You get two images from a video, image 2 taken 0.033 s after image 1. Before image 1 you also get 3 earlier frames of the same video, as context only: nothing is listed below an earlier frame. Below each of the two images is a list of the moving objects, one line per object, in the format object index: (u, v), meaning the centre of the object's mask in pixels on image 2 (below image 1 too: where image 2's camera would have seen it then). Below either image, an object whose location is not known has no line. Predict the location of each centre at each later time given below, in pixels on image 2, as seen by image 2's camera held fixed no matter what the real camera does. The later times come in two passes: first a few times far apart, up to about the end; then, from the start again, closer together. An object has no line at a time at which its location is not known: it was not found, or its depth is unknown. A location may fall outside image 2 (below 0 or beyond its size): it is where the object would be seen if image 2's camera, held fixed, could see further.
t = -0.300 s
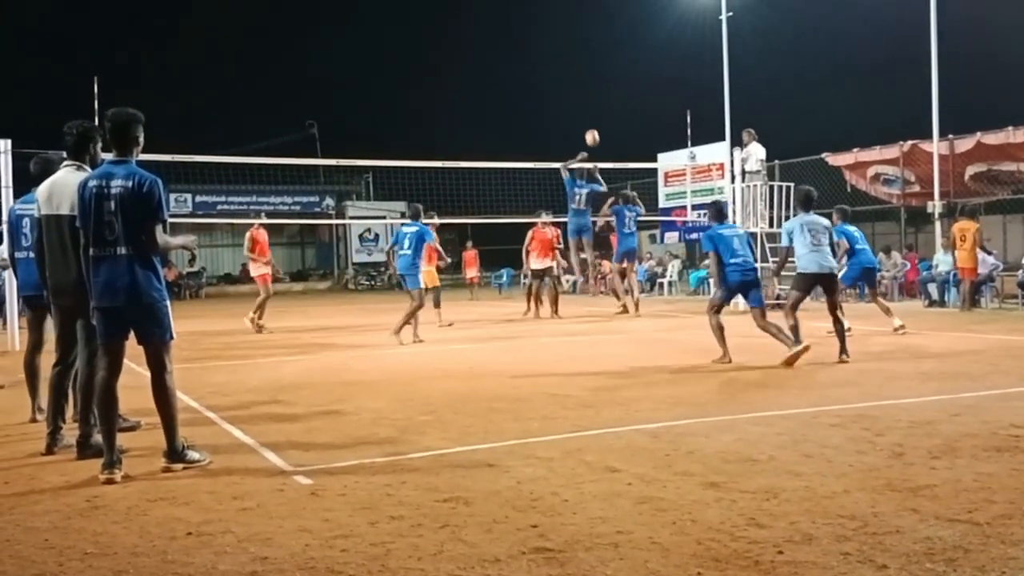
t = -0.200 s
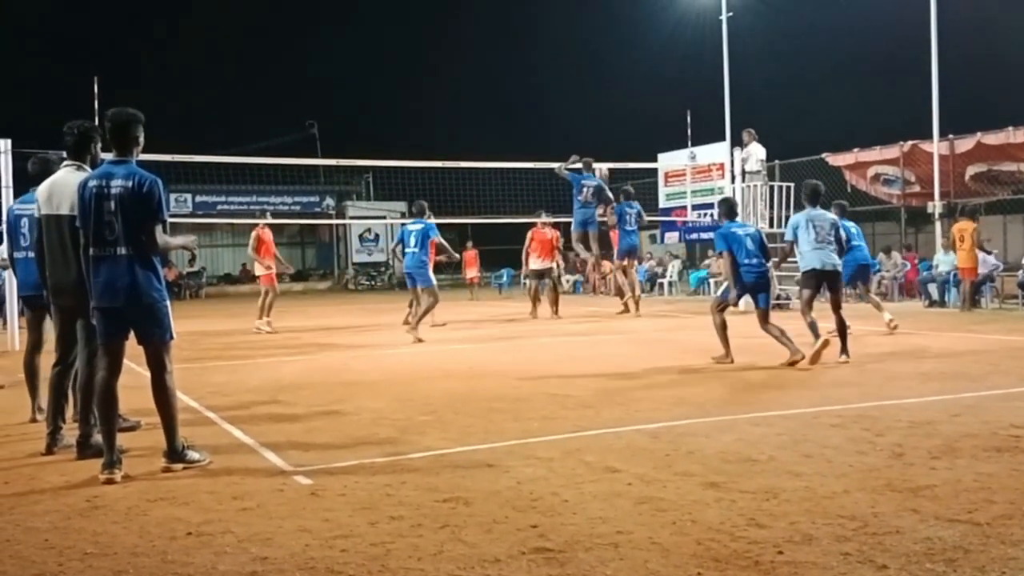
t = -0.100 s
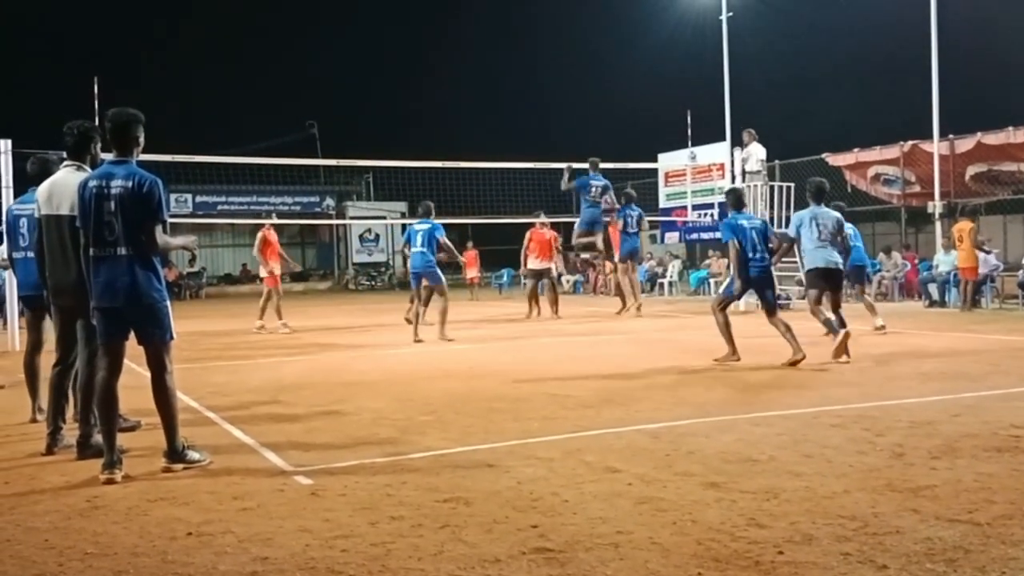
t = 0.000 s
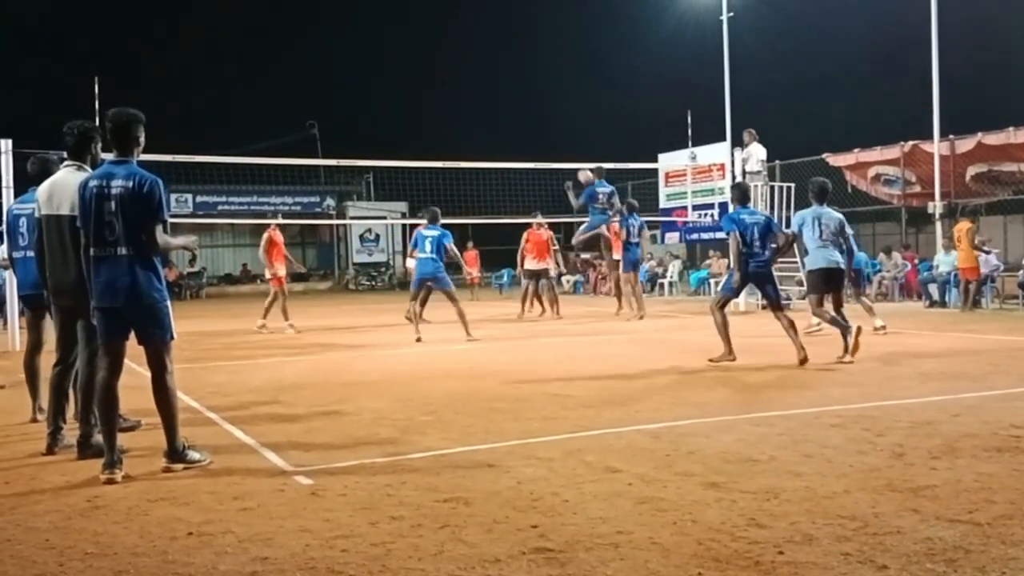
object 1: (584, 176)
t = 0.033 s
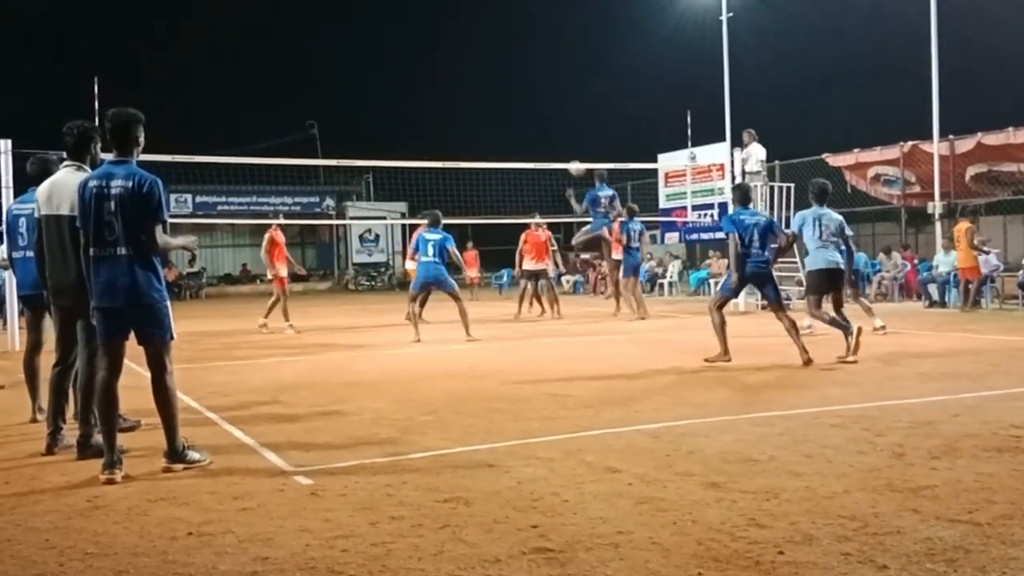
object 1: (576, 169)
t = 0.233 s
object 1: (521, 132)
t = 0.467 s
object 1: (453, 121)
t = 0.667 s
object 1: (392, 142)
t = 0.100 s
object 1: (558, 153)
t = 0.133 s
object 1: (549, 147)
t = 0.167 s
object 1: (540, 141)
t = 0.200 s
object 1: (530, 136)
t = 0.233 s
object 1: (521, 132)
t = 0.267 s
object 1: (512, 129)
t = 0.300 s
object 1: (502, 125)
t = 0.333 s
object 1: (493, 123)
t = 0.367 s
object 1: (483, 122)
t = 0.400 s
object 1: (473, 121)
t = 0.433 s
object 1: (463, 121)
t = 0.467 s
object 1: (453, 121)
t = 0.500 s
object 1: (443, 123)
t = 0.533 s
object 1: (433, 125)
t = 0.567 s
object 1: (423, 128)
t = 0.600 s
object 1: (413, 132)
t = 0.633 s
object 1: (402, 136)
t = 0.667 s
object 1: (392, 142)
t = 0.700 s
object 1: (381, 149)
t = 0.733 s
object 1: (371, 154)
